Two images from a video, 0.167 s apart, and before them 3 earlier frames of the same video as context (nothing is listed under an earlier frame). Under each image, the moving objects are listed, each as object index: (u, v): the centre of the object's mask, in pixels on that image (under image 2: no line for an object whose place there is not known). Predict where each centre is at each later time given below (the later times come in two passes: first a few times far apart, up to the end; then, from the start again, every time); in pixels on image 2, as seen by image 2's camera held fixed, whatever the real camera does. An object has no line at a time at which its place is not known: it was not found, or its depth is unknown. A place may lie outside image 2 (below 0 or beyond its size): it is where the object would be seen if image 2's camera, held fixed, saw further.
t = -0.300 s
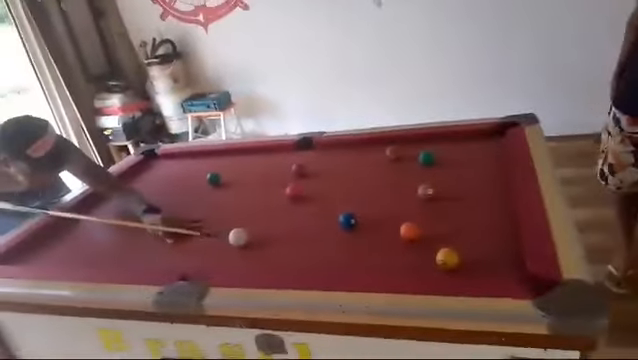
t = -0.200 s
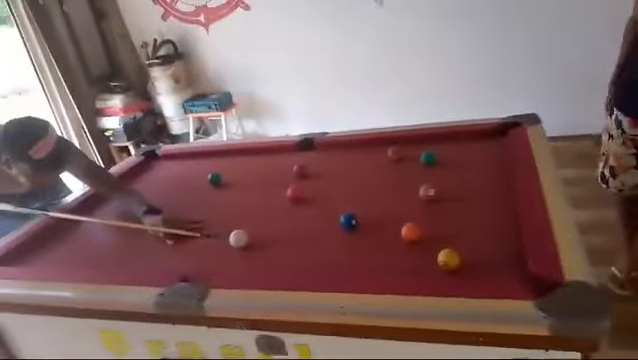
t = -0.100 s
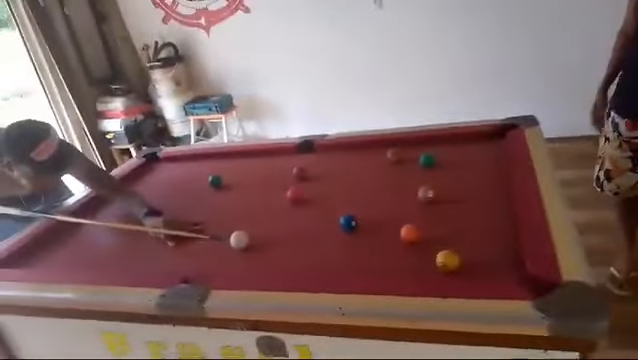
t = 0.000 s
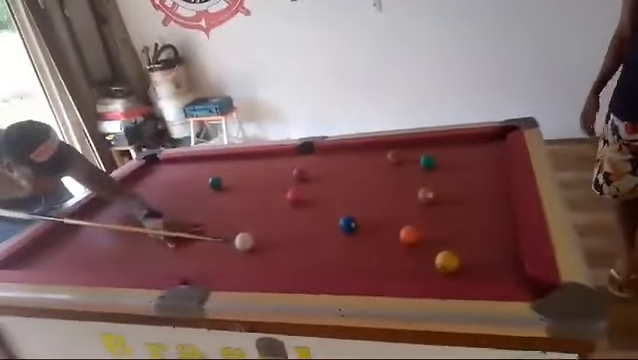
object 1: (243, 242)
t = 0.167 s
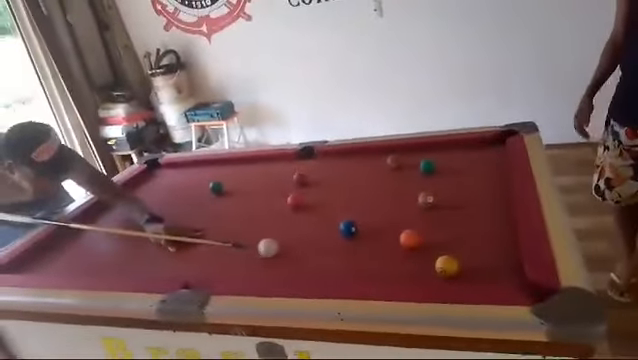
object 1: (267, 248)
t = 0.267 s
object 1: (281, 248)
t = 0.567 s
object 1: (326, 252)
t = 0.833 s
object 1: (367, 255)
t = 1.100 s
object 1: (410, 259)
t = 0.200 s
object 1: (272, 248)
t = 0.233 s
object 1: (277, 248)
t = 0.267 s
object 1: (281, 248)
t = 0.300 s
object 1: (286, 249)
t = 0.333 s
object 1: (291, 249)
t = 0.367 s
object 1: (296, 250)
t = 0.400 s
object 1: (300, 250)
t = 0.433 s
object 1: (306, 250)
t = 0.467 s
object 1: (310, 251)
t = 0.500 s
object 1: (315, 251)
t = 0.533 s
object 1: (321, 252)
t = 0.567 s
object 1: (326, 252)
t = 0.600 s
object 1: (331, 252)
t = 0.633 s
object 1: (336, 253)
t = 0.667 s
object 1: (341, 253)
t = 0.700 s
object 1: (346, 253)
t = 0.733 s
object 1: (351, 254)
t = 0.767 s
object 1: (356, 254)
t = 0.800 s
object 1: (361, 255)
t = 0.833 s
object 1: (367, 255)
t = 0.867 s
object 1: (372, 256)
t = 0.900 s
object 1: (377, 256)
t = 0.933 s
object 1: (383, 256)
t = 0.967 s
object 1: (388, 257)
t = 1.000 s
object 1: (394, 257)
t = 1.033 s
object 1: (399, 258)
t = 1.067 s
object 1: (405, 258)
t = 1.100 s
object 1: (410, 259)
